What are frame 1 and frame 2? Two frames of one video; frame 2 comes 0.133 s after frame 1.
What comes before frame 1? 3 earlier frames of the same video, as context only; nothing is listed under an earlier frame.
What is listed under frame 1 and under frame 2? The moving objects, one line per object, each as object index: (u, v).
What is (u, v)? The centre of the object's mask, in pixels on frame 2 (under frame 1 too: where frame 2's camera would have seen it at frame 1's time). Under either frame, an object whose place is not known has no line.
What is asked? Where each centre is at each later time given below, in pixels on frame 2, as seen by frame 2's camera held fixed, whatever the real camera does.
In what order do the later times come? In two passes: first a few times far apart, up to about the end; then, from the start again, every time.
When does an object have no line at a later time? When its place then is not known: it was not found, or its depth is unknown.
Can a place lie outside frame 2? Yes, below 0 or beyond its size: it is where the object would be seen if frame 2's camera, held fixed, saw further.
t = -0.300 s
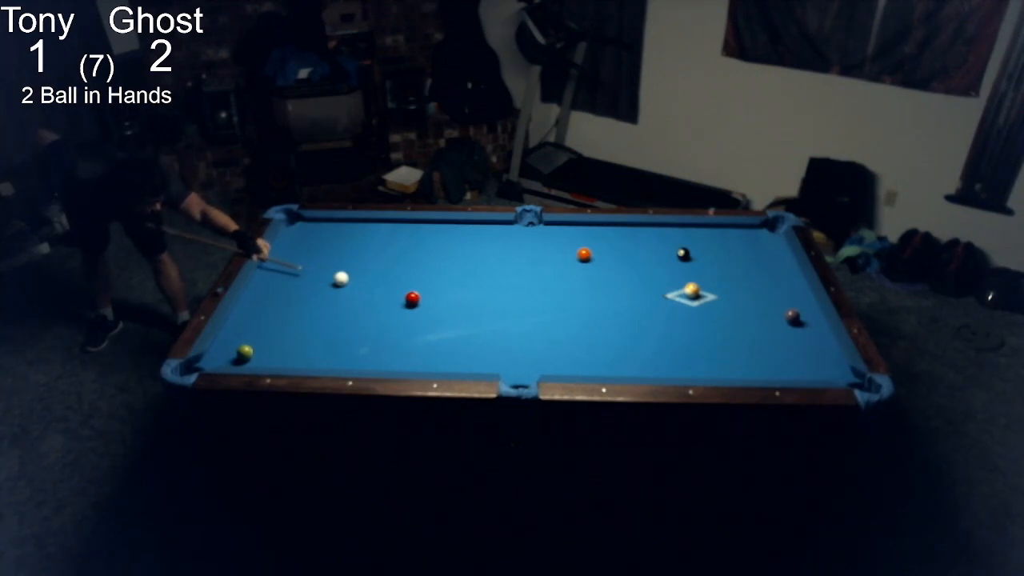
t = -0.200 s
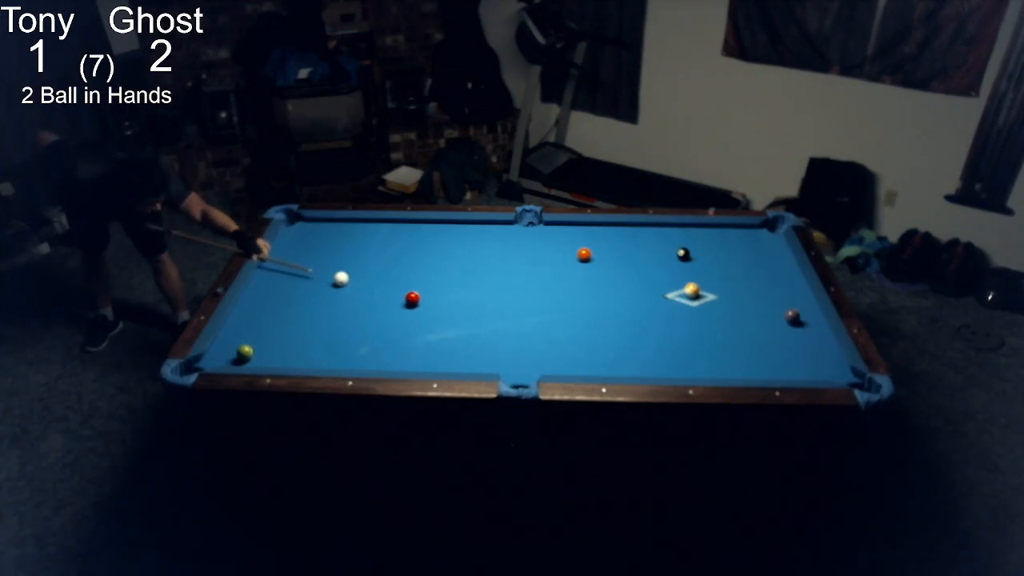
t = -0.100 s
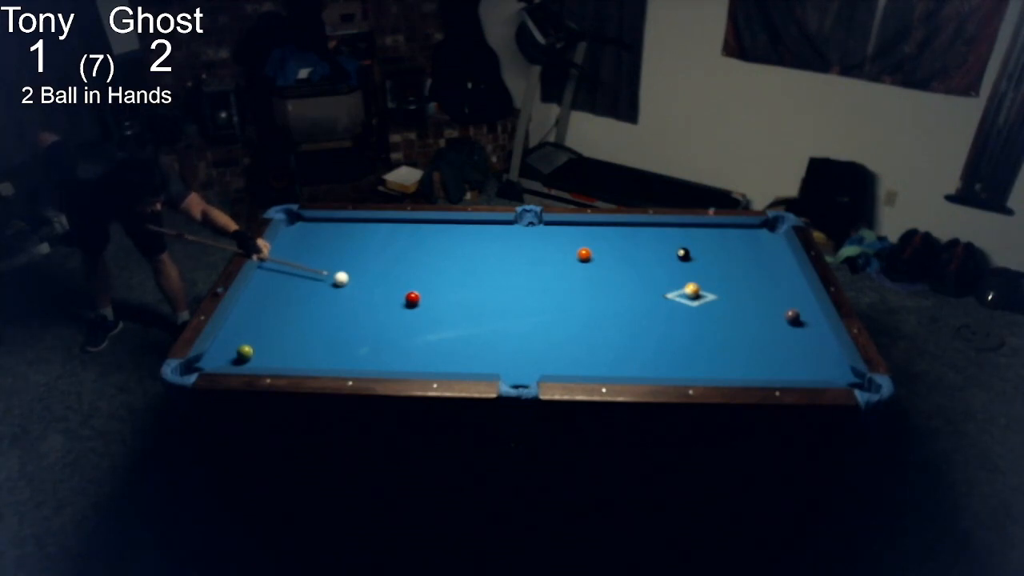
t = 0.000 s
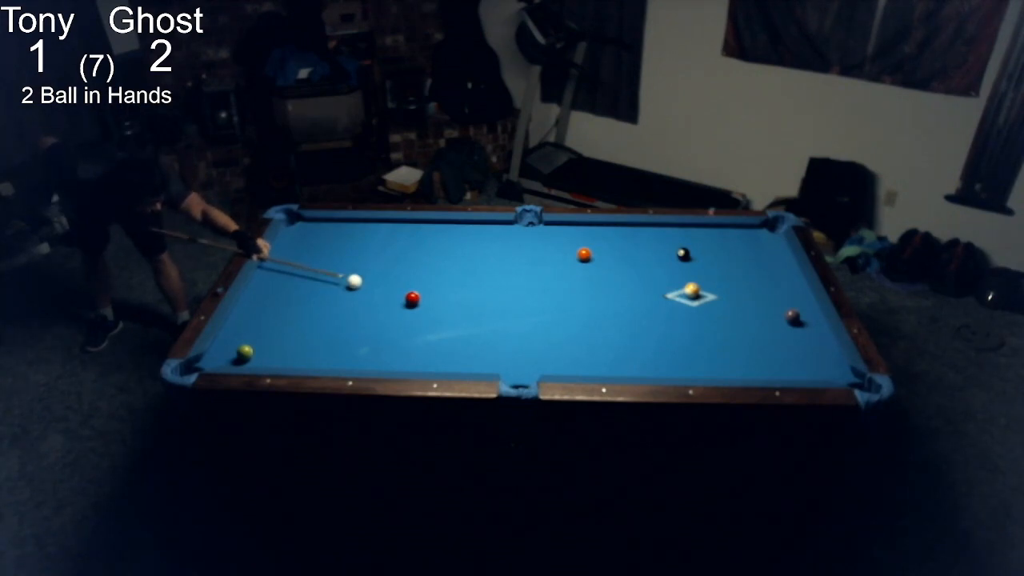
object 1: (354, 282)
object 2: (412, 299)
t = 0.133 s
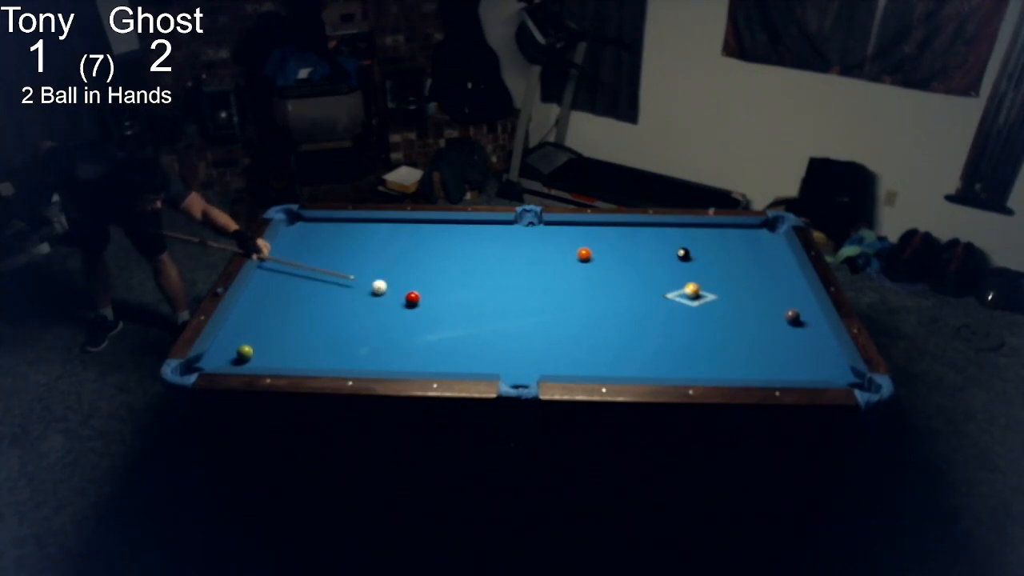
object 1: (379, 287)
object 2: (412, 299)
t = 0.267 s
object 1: (403, 292)
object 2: (413, 299)
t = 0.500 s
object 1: (428, 288)
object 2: (428, 312)
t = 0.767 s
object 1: (454, 284)
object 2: (445, 324)
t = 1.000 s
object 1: (475, 280)
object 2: (460, 335)
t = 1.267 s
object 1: (497, 276)
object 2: (477, 347)
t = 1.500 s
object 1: (514, 273)
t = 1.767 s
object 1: (533, 269)
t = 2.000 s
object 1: (547, 267)
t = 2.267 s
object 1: (561, 264)
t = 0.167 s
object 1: (385, 288)
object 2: (412, 299)
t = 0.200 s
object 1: (391, 290)
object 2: (412, 299)
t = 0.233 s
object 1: (398, 291)
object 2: (412, 299)
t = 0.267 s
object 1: (403, 292)
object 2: (413, 299)
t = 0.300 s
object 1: (407, 291)
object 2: (415, 302)
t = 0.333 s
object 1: (410, 291)
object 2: (418, 303)
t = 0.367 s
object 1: (414, 290)
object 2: (420, 305)
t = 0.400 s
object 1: (417, 290)
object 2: (422, 306)
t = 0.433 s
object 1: (421, 289)
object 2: (424, 308)
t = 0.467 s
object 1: (424, 289)
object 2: (426, 310)
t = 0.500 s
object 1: (428, 288)
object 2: (428, 312)
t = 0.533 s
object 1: (431, 287)
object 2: (431, 313)
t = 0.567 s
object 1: (435, 287)
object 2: (433, 315)
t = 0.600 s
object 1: (438, 286)
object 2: (435, 316)
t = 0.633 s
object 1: (441, 286)
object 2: (437, 318)
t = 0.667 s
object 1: (445, 285)
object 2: (439, 320)
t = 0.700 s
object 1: (448, 285)
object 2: (441, 321)
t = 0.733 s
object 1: (451, 284)
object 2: (443, 323)
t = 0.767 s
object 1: (454, 284)
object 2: (445, 324)
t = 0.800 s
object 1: (457, 283)
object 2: (448, 326)
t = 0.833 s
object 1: (460, 282)
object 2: (450, 327)
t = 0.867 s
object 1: (463, 282)
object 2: (452, 329)
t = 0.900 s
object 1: (466, 281)
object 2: (454, 331)
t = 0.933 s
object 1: (469, 281)
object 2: (456, 332)
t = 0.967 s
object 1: (472, 280)
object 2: (459, 333)
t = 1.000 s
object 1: (475, 280)
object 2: (460, 335)
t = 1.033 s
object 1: (478, 279)
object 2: (462, 337)
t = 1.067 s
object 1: (481, 279)
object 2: (464, 338)
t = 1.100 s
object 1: (484, 278)
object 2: (467, 340)
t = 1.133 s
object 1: (486, 278)
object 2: (469, 341)
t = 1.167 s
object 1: (489, 277)
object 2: (471, 342)
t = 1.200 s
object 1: (492, 277)
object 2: (473, 344)
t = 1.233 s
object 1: (494, 276)
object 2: (475, 345)
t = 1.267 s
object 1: (497, 276)
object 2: (477, 347)
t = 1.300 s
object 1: (500, 275)
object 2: (479, 349)
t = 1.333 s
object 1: (502, 275)
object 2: (481, 349)
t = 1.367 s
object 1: (505, 274)
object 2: (483, 351)
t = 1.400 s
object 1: (507, 274)
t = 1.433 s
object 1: (510, 273)
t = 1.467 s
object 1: (512, 273)
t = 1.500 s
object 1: (514, 273)
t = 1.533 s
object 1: (517, 272)
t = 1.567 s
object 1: (519, 272)
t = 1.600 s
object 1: (522, 271)
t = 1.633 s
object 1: (524, 271)
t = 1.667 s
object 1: (526, 271)
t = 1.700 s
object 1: (528, 270)
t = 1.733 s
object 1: (530, 270)
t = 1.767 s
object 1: (533, 269)
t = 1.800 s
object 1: (535, 269)
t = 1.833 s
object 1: (537, 269)
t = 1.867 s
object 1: (539, 268)
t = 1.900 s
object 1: (541, 268)
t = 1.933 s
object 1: (543, 267)
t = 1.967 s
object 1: (545, 267)
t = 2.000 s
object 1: (547, 267)
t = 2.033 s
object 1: (549, 266)
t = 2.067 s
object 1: (551, 266)
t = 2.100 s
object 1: (552, 266)
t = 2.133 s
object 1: (554, 266)
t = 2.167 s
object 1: (556, 265)
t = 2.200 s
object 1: (558, 265)
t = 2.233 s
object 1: (560, 264)
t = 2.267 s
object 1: (561, 264)
